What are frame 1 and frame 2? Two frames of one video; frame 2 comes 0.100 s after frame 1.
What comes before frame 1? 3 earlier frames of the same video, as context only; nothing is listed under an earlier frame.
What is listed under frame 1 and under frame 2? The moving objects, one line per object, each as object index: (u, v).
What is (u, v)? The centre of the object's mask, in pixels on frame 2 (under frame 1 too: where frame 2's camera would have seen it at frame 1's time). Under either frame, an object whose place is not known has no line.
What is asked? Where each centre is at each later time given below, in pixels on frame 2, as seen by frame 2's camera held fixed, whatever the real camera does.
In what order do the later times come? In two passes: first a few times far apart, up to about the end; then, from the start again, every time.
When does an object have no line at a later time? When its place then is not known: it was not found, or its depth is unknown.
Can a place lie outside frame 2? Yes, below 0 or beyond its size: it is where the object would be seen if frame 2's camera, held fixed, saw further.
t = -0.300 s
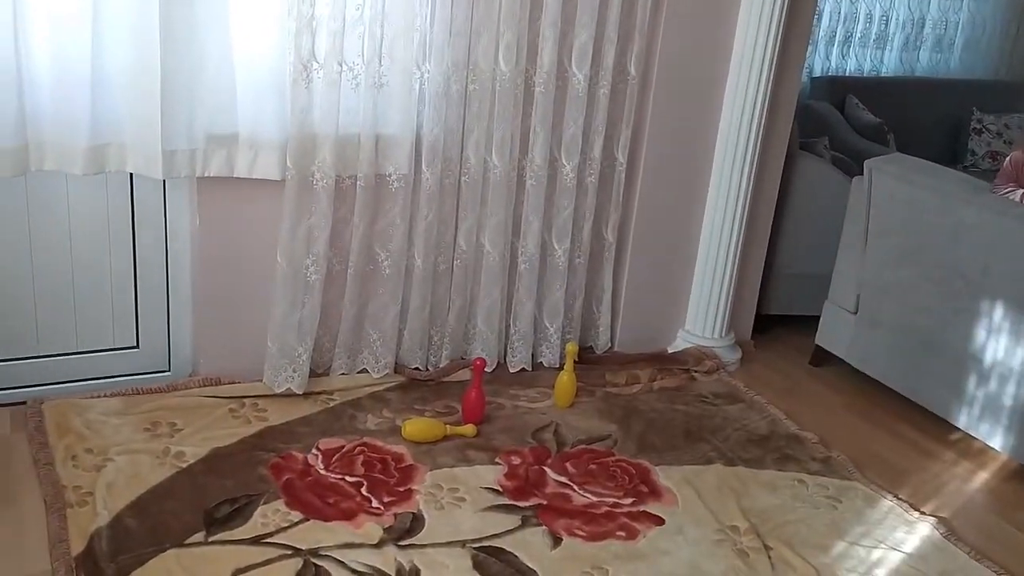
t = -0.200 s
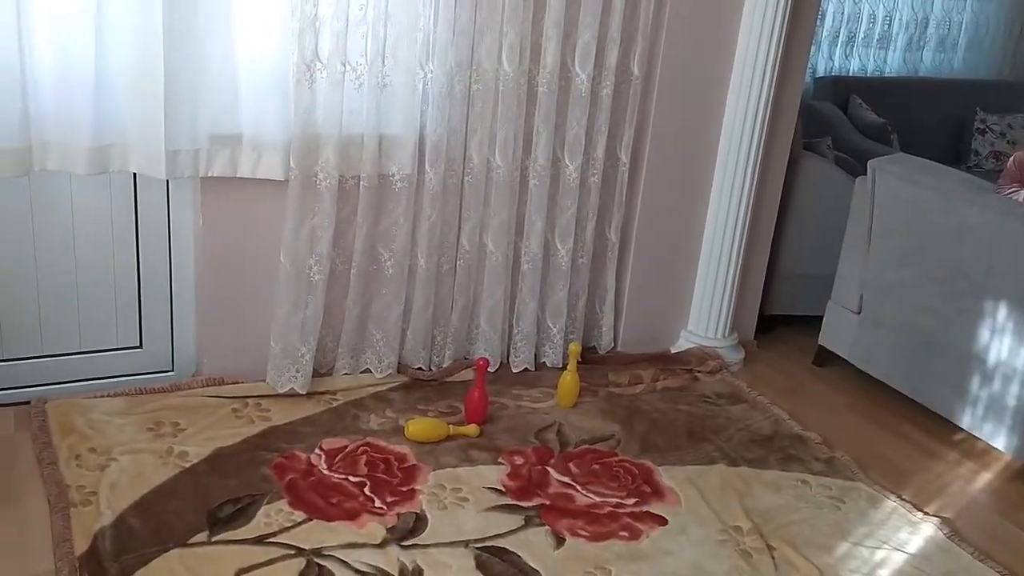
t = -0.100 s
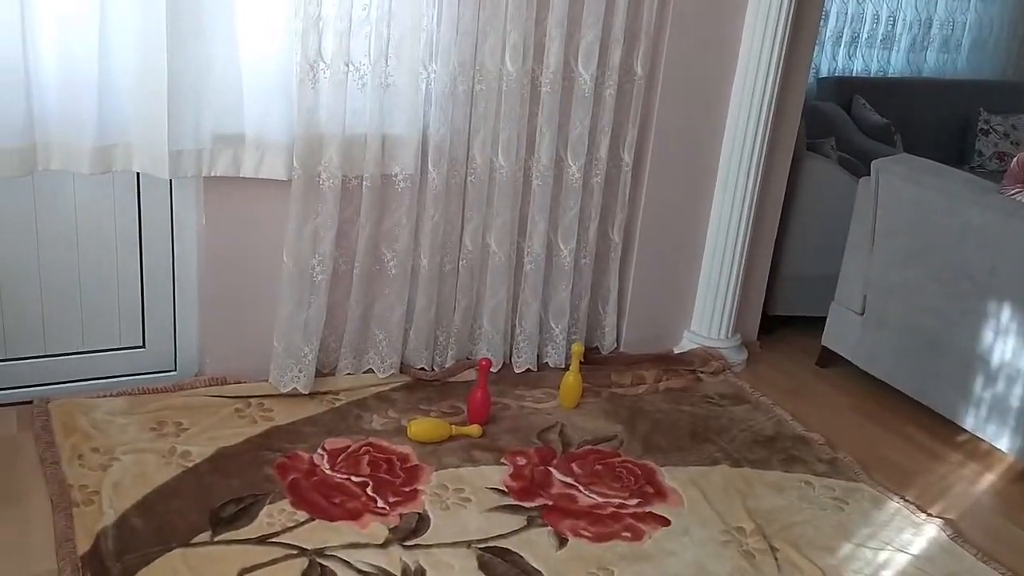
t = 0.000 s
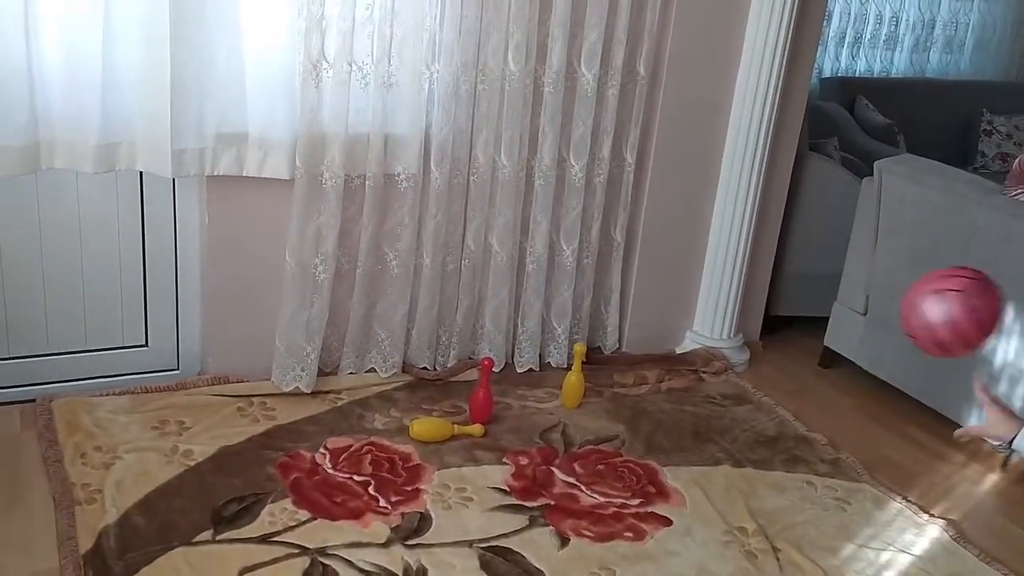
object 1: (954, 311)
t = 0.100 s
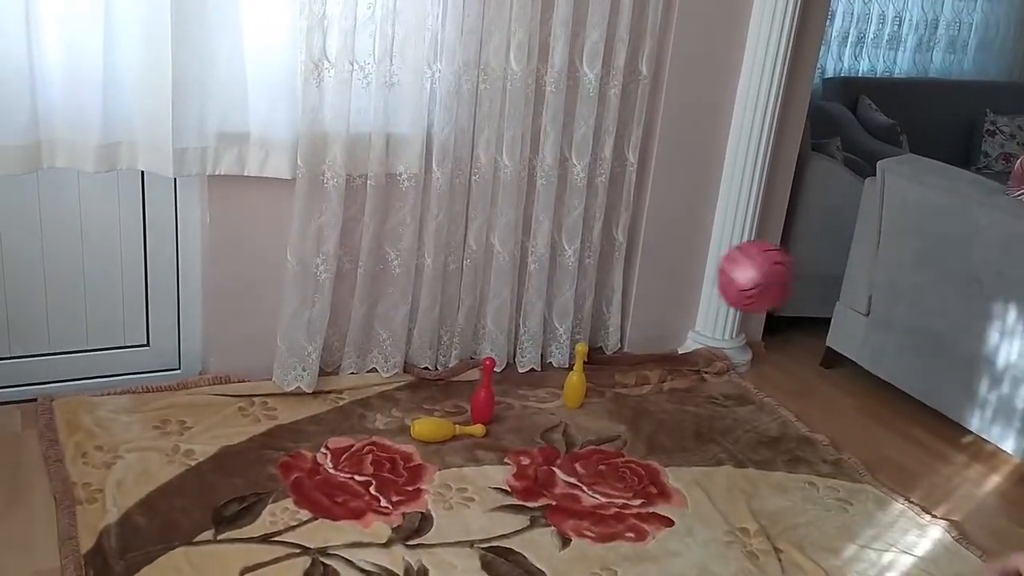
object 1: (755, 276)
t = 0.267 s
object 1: (557, 313)
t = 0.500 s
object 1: (475, 327)
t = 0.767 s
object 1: (469, 367)
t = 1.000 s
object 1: (474, 369)
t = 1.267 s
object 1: (474, 369)
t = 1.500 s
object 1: (471, 367)
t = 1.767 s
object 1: (474, 368)
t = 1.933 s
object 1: (475, 369)
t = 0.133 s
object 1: (704, 276)
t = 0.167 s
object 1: (660, 281)
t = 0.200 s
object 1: (622, 289)
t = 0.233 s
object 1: (587, 301)
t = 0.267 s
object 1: (557, 313)
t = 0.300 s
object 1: (529, 328)
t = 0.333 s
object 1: (506, 344)
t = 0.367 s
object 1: (483, 359)
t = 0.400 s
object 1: (475, 352)
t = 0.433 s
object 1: (474, 340)
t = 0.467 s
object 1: (474, 332)
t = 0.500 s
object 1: (475, 327)
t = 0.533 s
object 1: (475, 325)
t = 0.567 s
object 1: (475, 325)
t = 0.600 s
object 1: (476, 329)
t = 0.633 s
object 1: (475, 335)
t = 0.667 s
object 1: (474, 344)
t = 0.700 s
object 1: (472, 354)
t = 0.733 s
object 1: (469, 367)
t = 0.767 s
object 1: (469, 367)
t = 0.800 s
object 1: (468, 365)
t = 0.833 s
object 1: (468, 365)
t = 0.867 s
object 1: (468, 367)
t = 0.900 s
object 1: (468, 369)
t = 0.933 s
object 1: (471, 369)
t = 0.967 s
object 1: (472, 369)
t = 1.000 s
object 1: (474, 369)
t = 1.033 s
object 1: (475, 369)
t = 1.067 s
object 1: (472, 368)
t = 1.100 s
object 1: (475, 369)
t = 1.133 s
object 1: (475, 369)
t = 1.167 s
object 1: (475, 368)
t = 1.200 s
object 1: (475, 368)
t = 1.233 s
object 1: (474, 368)
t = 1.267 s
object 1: (474, 369)
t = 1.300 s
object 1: (474, 368)
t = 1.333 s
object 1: (474, 368)
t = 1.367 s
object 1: (474, 368)
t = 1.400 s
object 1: (474, 368)
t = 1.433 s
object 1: (474, 368)
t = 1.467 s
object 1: (474, 368)
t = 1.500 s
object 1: (471, 367)
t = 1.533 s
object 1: (473, 368)
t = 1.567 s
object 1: (473, 368)
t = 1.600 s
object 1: (473, 368)
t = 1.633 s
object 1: (473, 368)
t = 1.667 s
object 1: (473, 368)
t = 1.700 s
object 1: (473, 368)
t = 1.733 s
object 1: (473, 368)
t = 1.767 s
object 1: (474, 368)
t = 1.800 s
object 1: (473, 368)
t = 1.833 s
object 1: (473, 368)
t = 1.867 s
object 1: (475, 369)
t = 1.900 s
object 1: (475, 369)
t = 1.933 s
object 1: (475, 369)
